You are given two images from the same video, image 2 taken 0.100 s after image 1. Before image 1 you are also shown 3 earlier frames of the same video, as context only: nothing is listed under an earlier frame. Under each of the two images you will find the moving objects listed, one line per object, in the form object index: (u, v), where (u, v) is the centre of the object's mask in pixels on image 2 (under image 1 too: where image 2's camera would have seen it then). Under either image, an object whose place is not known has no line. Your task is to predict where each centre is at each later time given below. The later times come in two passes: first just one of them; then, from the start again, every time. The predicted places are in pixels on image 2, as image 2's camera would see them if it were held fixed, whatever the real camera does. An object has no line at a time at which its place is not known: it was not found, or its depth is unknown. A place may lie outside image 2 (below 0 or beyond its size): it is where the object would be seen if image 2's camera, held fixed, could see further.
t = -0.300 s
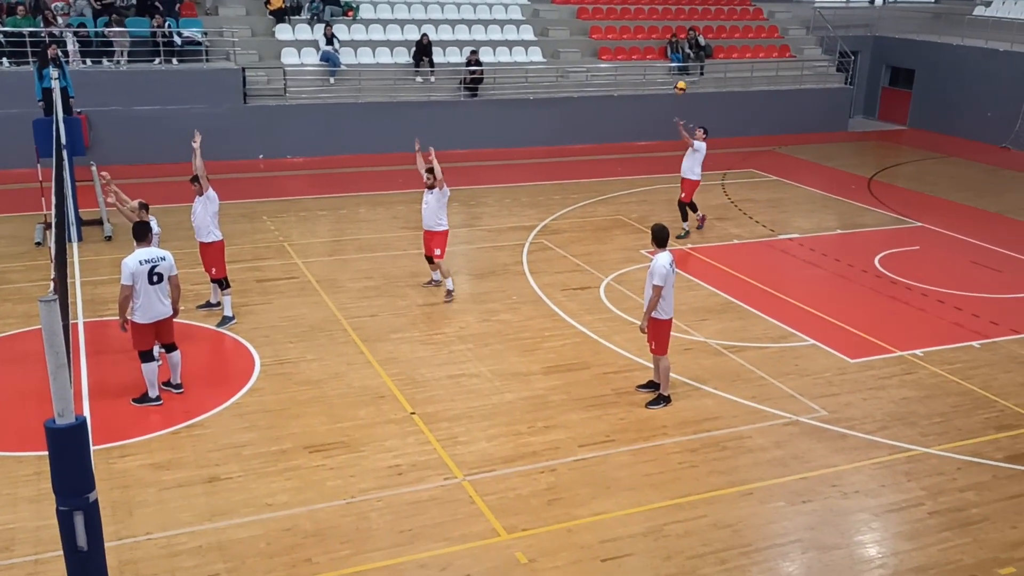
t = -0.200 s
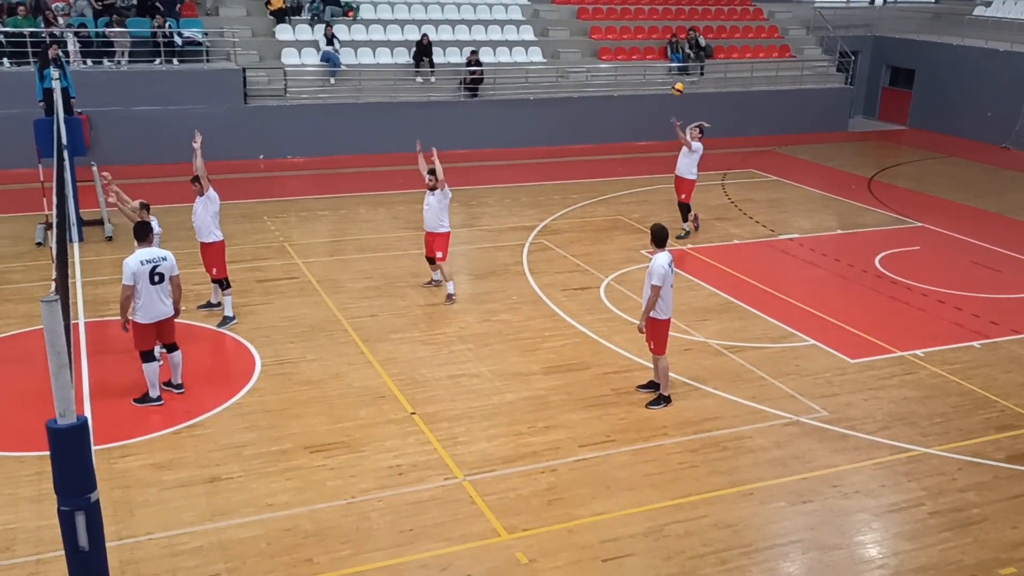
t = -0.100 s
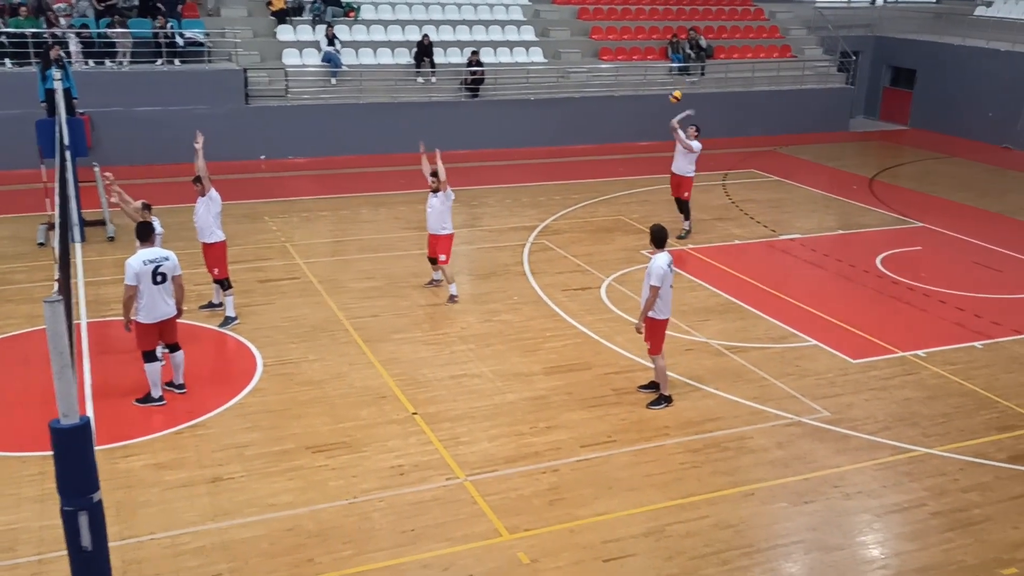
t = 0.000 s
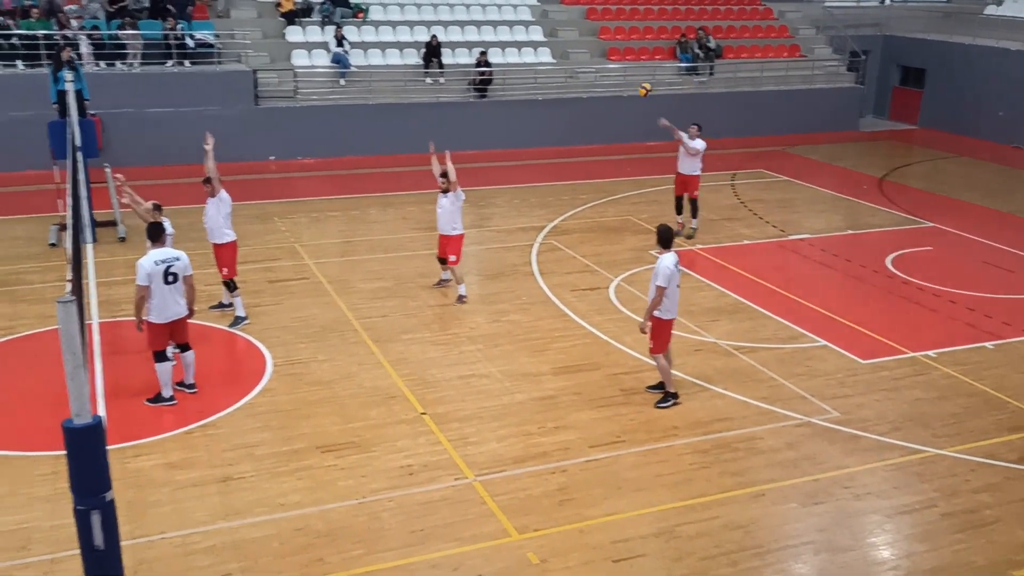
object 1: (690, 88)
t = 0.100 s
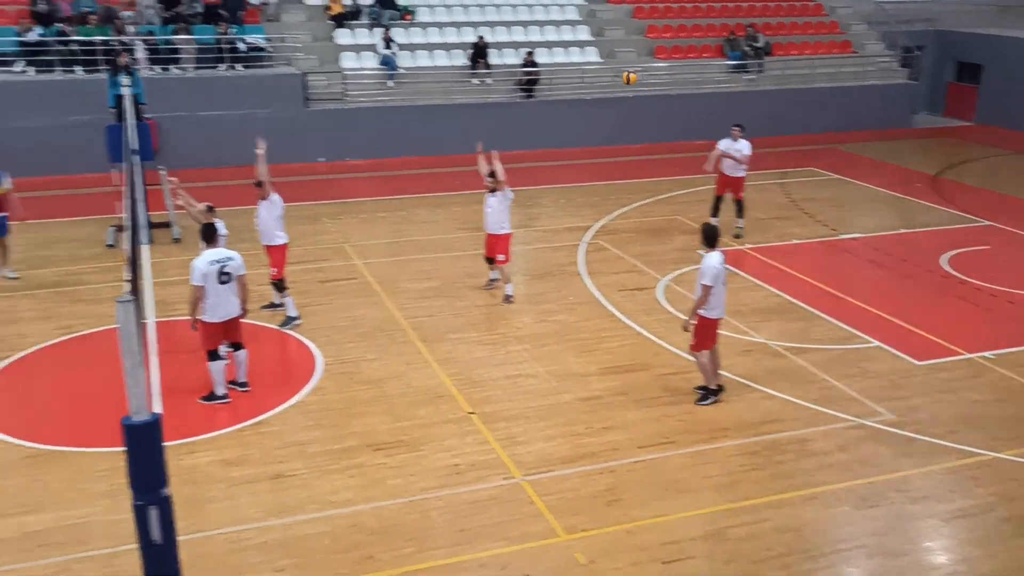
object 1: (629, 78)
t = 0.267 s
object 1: (508, 73)
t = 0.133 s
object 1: (607, 75)
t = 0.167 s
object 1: (584, 73)
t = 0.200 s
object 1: (560, 71)
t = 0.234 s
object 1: (534, 73)
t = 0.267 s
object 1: (508, 73)
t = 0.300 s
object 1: (481, 75)
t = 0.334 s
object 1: (451, 78)
